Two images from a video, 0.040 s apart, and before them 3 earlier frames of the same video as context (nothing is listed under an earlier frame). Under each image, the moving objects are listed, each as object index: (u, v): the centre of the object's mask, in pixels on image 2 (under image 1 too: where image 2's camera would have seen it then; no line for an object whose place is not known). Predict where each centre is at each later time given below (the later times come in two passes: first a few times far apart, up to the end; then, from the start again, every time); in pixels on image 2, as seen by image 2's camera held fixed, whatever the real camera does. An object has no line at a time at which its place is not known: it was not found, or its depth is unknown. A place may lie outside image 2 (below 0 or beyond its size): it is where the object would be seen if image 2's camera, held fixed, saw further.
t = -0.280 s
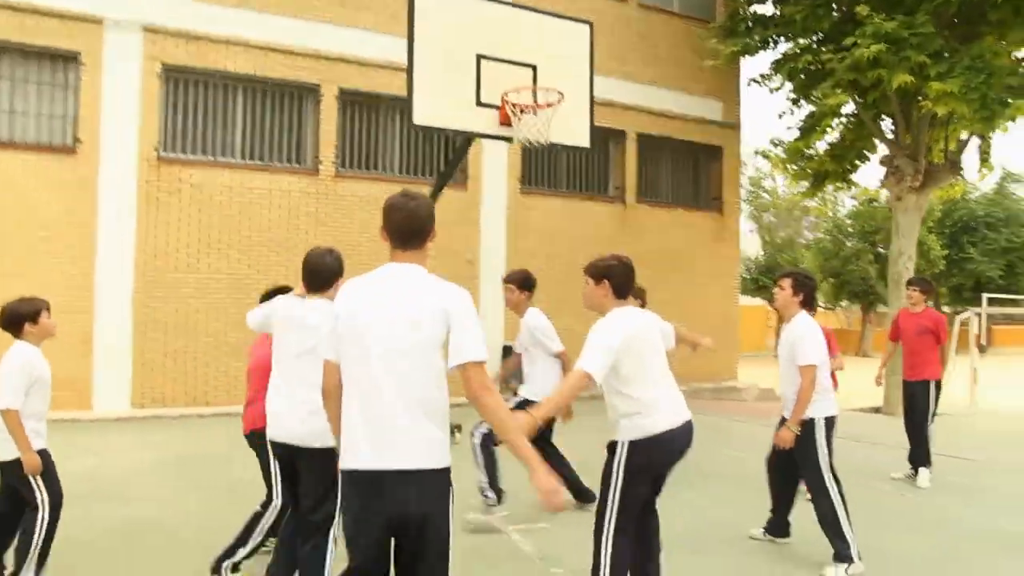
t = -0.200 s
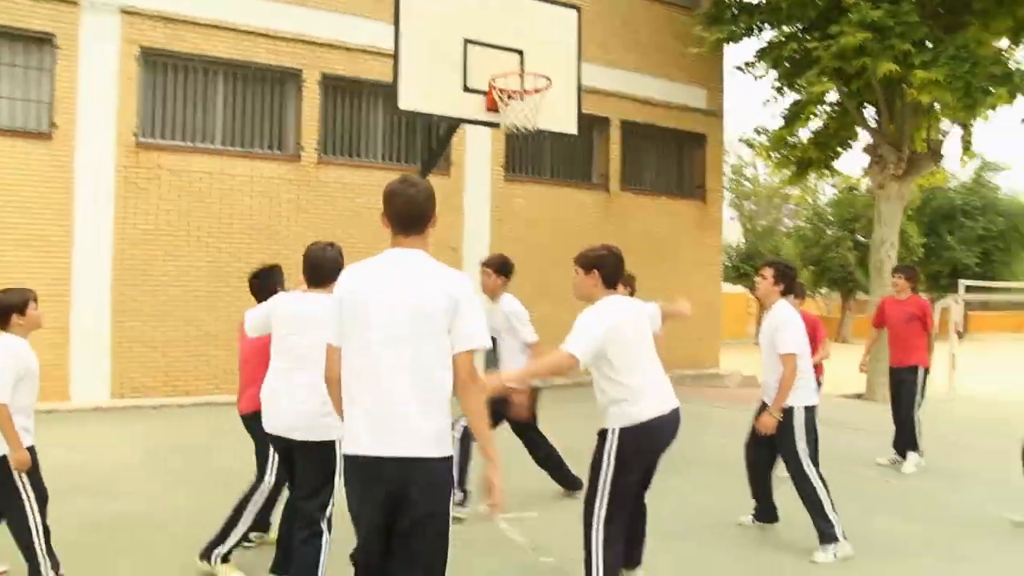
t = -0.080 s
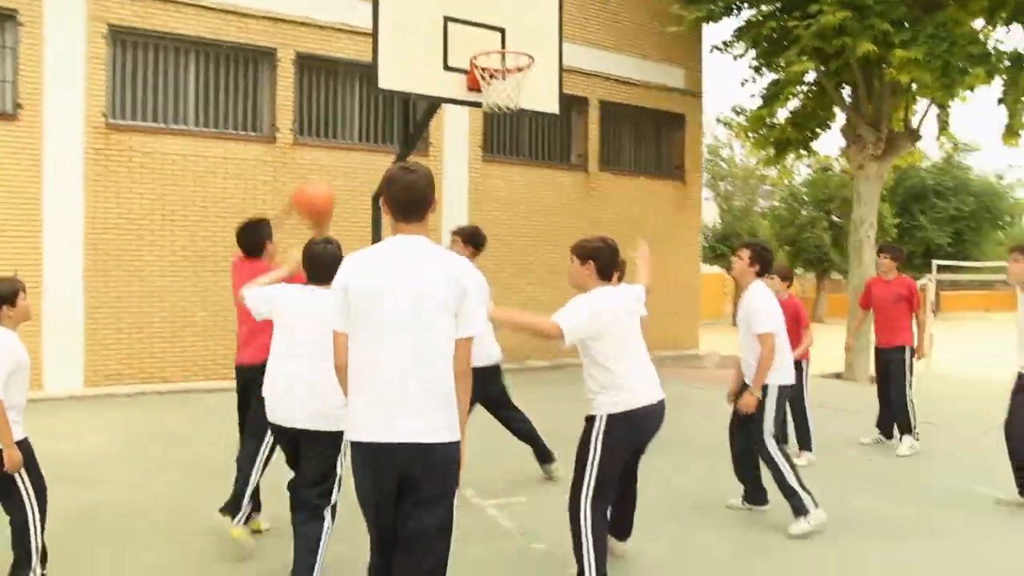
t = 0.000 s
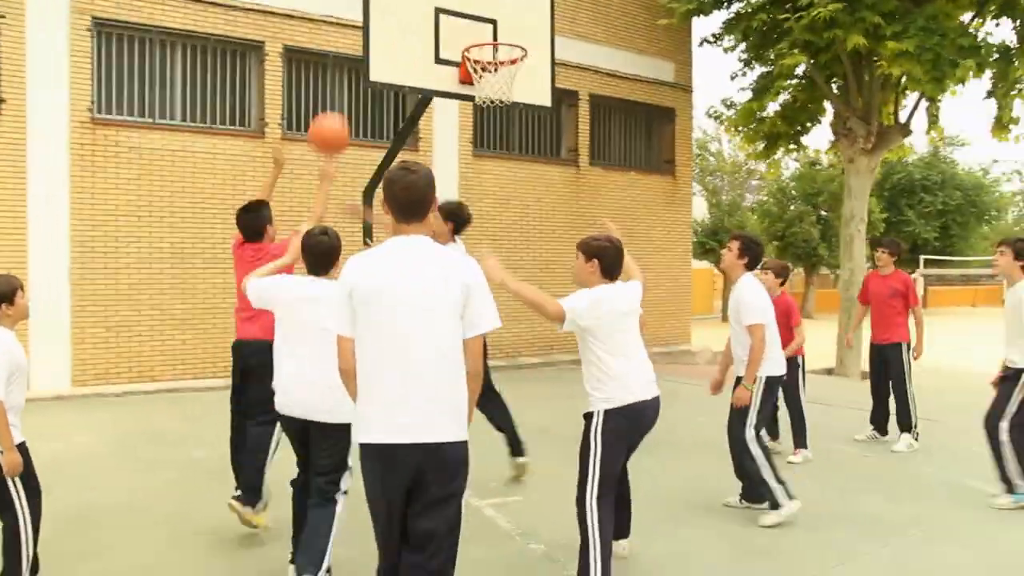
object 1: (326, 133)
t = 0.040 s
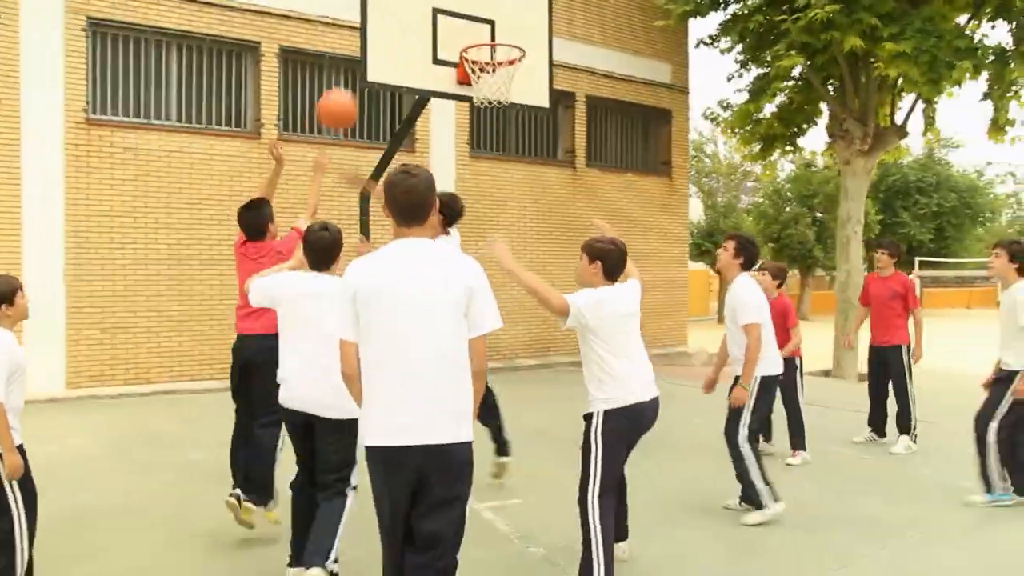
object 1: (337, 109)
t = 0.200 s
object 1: (375, 43)
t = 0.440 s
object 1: (422, 25)
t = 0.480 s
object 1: (433, 25)
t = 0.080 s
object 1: (348, 87)
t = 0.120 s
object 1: (357, 70)
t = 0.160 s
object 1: (366, 56)
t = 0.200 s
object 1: (375, 43)
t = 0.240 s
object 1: (385, 34)
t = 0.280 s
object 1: (394, 27)
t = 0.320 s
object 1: (402, 22)
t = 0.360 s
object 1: (409, 21)
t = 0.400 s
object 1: (416, 21)
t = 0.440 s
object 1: (422, 25)
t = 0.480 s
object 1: (433, 25)
